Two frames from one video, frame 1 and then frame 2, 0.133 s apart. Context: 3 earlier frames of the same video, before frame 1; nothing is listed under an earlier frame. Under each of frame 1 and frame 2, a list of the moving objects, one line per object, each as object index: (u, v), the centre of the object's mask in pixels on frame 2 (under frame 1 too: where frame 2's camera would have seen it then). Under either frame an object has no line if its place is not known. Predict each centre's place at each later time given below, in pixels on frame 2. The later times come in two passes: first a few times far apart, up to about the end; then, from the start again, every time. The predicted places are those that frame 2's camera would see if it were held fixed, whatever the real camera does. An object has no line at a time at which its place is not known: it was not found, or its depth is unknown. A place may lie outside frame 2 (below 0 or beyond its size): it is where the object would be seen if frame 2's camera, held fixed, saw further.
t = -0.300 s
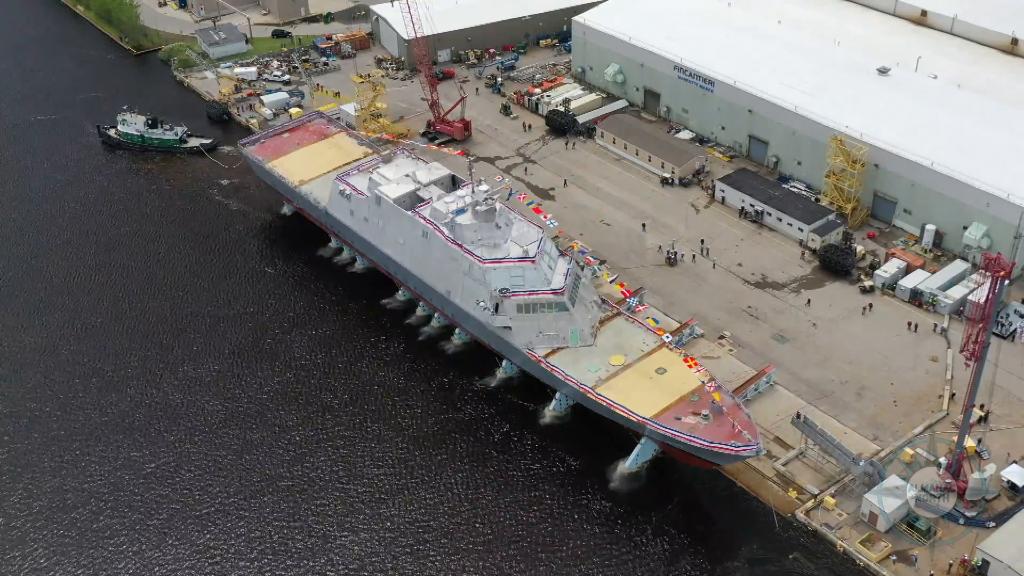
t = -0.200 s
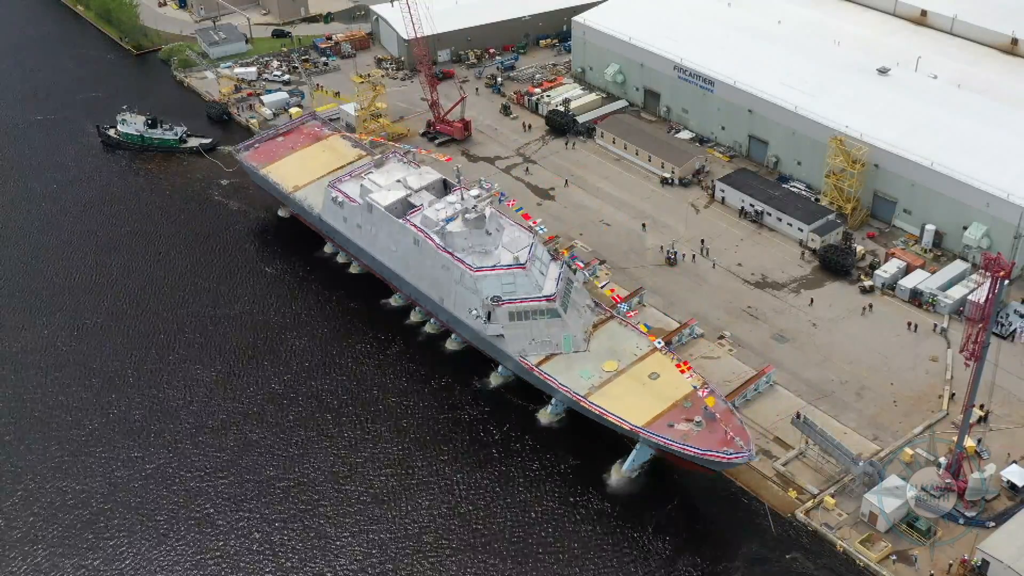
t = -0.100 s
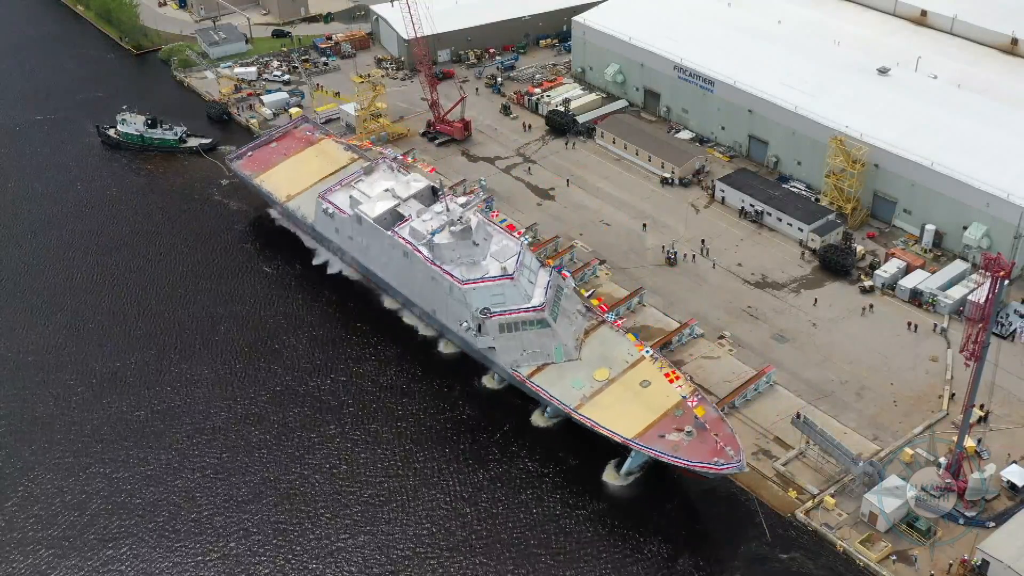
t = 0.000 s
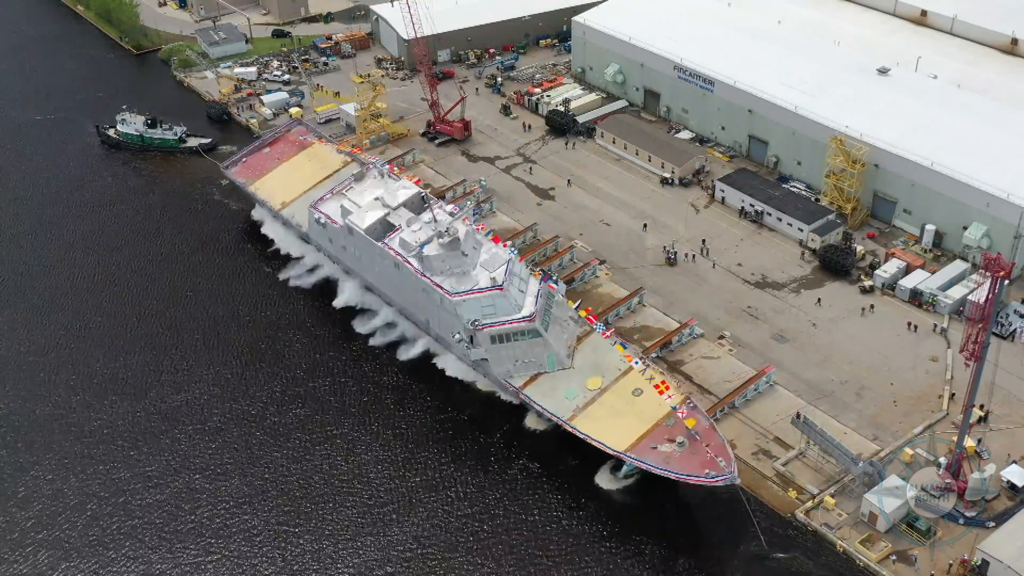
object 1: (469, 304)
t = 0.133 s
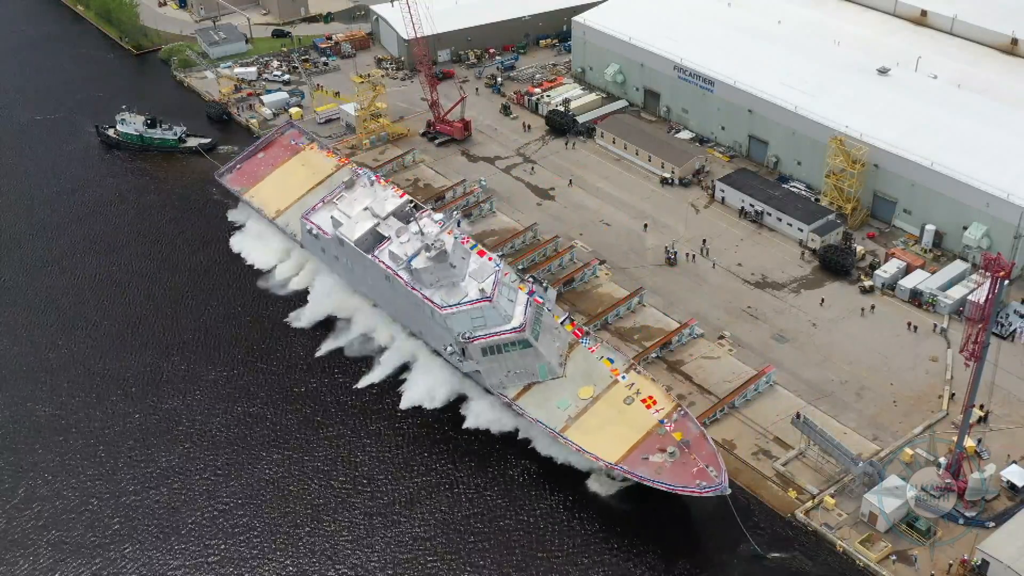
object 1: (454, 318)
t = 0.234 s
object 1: (445, 328)
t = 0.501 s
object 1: (437, 345)
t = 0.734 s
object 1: (425, 360)
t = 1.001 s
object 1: (453, 340)
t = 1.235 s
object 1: (442, 334)
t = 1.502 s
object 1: (445, 333)
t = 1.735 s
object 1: (441, 330)
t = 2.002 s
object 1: (442, 331)
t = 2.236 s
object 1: (442, 331)
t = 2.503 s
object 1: (442, 333)
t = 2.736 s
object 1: (441, 335)
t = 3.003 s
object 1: (438, 336)
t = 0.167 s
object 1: (453, 320)
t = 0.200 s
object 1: (458, 319)
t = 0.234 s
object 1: (445, 328)
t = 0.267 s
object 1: (442, 331)
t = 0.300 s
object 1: (470, 323)
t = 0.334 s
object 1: (438, 334)
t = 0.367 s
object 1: (433, 339)
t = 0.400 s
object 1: (435, 339)
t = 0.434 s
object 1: (431, 343)
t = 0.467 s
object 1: (439, 337)
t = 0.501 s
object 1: (437, 345)
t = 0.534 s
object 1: (437, 343)
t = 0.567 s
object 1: (435, 347)
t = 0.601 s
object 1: (433, 349)
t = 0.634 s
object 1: (433, 349)
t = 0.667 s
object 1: (430, 354)
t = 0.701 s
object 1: (429, 355)
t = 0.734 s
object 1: (425, 360)
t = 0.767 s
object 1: (422, 361)
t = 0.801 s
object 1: (461, 342)
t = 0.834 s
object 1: (460, 343)
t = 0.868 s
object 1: (459, 343)
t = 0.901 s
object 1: (457, 343)
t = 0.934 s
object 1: (456, 344)
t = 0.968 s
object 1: (456, 344)
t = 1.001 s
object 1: (453, 340)
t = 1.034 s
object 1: (453, 340)
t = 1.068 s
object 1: (451, 338)
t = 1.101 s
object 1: (450, 338)
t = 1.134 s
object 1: (448, 337)
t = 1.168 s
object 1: (447, 337)
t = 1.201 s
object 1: (447, 337)
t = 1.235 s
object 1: (442, 334)
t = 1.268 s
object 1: (443, 337)
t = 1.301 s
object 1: (442, 337)
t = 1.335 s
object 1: (443, 336)
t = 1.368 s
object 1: (443, 336)
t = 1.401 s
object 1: (441, 334)
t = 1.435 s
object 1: (439, 333)
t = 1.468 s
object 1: (443, 333)
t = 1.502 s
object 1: (445, 333)
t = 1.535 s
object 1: (432, 329)
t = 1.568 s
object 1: (432, 328)
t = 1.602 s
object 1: (435, 328)
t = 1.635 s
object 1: (445, 332)
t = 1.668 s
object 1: (438, 330)
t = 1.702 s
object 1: (445, 332)
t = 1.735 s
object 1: (441, 330)
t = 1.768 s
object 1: (443, 331)
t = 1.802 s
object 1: (442, 330)
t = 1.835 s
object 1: (443, 330)
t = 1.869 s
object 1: (443, 330)
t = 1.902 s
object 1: (443, 330)
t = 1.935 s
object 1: (443, 331)
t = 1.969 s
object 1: (443, 331)
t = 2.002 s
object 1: (442, 331)
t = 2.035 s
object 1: (442, 331)
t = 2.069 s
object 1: (442, 330)
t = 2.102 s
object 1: (442, 330)
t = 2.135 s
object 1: (442, 330)
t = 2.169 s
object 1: (442, 330)
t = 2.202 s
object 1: (441, 331)
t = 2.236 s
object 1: (442, 331)
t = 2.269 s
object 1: (442, 331)
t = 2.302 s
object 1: (442, 331)
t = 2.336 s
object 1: (442, 332)
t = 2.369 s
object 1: (441, 332)
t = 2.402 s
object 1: (441, 331)
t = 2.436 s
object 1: (441, 331)
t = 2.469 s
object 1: (441, 332)
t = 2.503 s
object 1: (442, 333)
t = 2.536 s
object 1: (441, 333)
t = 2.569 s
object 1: (441, 334)
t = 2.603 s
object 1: (441, 334)
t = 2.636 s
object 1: (441, 334)
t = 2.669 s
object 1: (441, 335)
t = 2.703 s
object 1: (441, 335)
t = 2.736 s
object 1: (441, 335)
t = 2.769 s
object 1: (441, 336)
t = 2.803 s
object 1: (440, 335)
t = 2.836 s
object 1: (439, 336)
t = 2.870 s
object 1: (439, 336)
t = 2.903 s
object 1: (440, 336)
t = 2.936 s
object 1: (439, 336)
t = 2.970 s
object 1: (438, 336)
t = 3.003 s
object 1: (438, 336)
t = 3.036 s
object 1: (438, 337)
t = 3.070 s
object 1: (437, 336)
